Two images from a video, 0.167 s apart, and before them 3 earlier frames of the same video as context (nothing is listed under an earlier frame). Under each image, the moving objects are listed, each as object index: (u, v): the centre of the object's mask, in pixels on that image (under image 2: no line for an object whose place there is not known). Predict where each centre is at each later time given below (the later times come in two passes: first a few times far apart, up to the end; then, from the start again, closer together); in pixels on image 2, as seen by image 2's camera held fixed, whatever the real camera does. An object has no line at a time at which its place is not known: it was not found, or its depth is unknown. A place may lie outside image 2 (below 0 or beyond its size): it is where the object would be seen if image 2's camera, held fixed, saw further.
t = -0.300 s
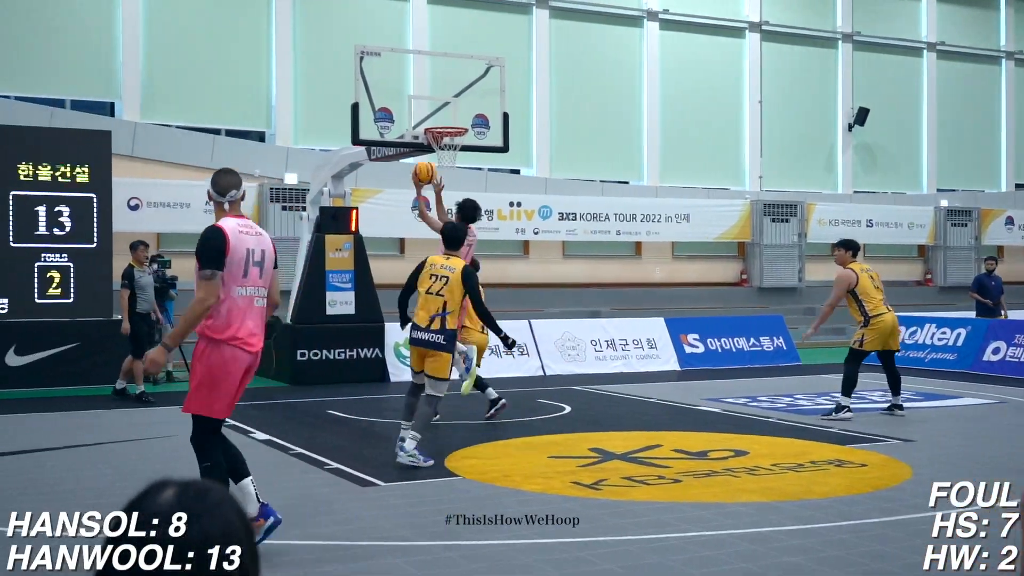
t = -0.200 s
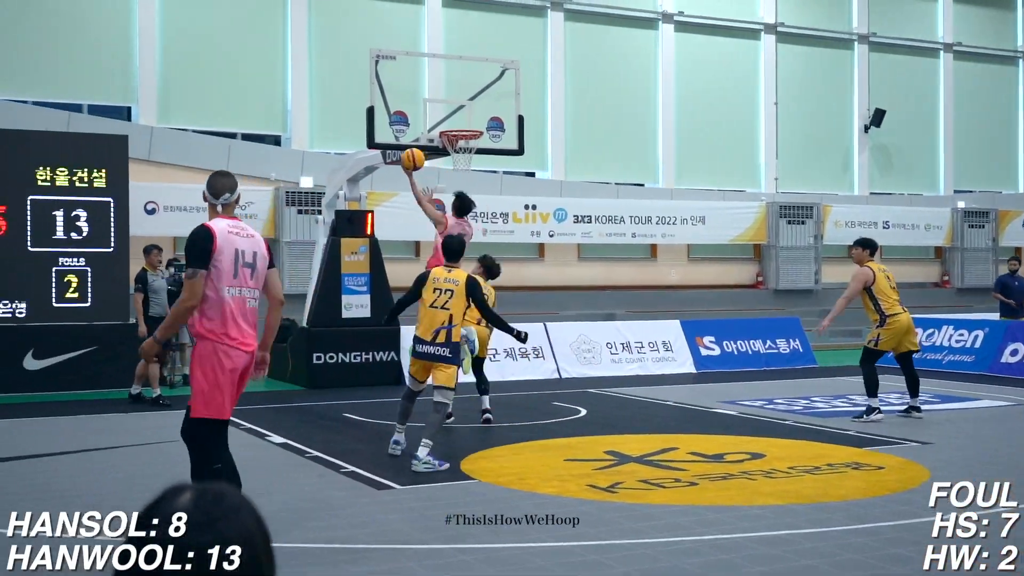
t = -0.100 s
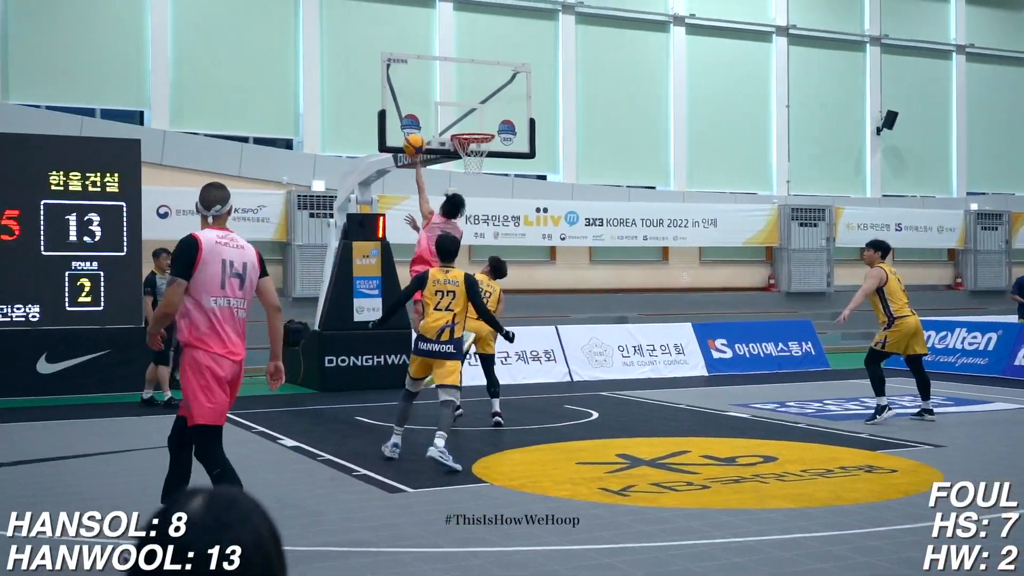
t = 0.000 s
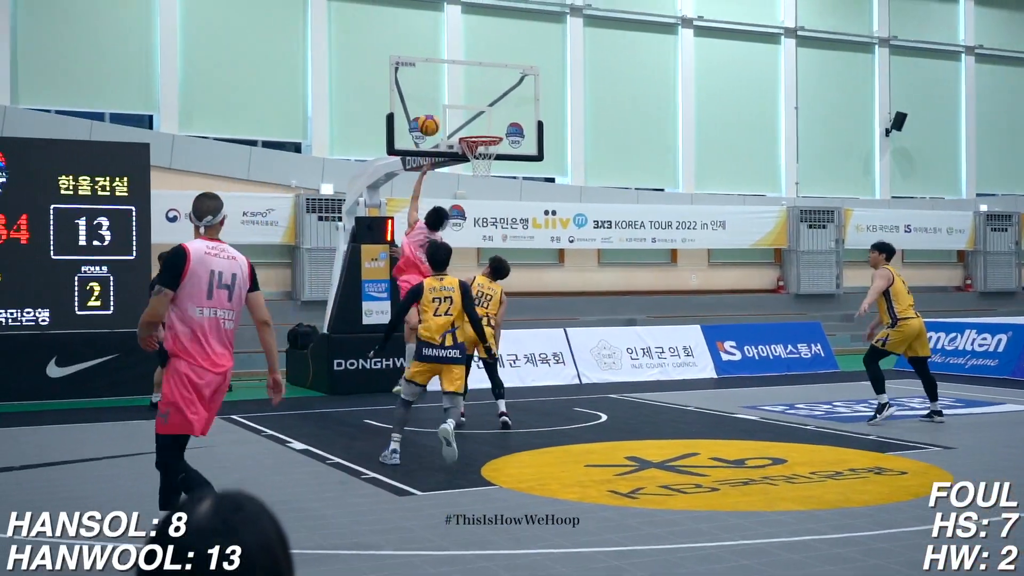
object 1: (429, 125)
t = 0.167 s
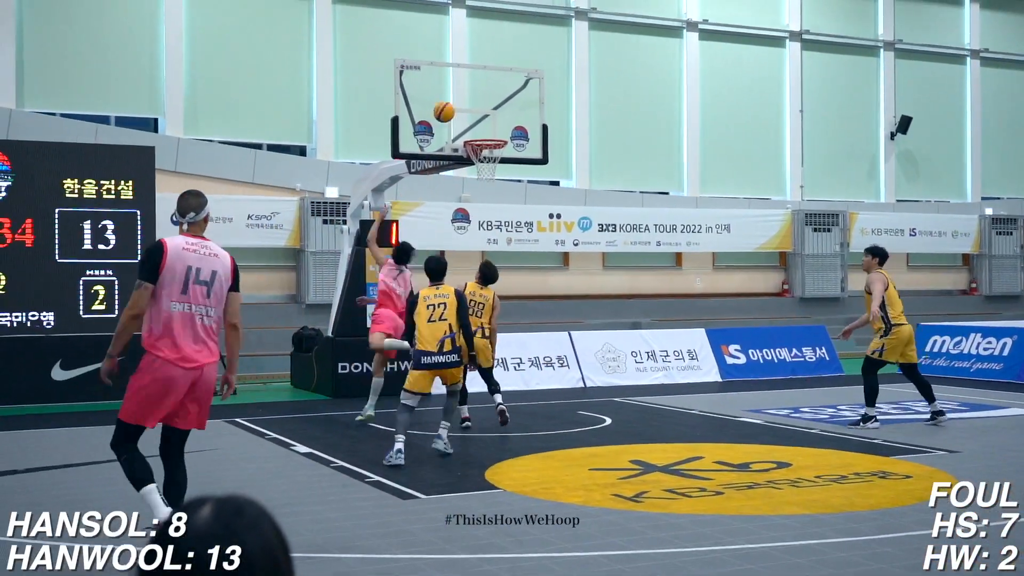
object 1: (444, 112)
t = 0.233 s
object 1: (448, 112)
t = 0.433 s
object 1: (468, 116)
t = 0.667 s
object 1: (488, 130)
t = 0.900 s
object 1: (483, 144)
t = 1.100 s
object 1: (469, 159)
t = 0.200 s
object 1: (446, 111)
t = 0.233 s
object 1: (448, 112)
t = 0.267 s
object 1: (450, 112)
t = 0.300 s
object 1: (454, 111)
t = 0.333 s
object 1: (457, 111)
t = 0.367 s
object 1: (461, 112)
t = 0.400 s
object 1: (464, 113)
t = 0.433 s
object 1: (468, 116)
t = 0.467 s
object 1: (472, 120)
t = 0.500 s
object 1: (475, 125)
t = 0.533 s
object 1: (479, 130)
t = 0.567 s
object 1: (481, 130)
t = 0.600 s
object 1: (483, 129)
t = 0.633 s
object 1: (486, 129)
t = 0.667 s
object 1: (488, 130)
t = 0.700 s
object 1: (491, 131)
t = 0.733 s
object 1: (493, 132)
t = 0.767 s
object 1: (496, 135)
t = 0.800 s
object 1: (494, 140)
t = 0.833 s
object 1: (490, 138)
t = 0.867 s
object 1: (486, 141)
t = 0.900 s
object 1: (483, 144)
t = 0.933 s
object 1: (479, 150)
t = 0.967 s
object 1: (475, 153)
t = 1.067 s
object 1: (469, 158)
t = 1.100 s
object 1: (469, 159)
